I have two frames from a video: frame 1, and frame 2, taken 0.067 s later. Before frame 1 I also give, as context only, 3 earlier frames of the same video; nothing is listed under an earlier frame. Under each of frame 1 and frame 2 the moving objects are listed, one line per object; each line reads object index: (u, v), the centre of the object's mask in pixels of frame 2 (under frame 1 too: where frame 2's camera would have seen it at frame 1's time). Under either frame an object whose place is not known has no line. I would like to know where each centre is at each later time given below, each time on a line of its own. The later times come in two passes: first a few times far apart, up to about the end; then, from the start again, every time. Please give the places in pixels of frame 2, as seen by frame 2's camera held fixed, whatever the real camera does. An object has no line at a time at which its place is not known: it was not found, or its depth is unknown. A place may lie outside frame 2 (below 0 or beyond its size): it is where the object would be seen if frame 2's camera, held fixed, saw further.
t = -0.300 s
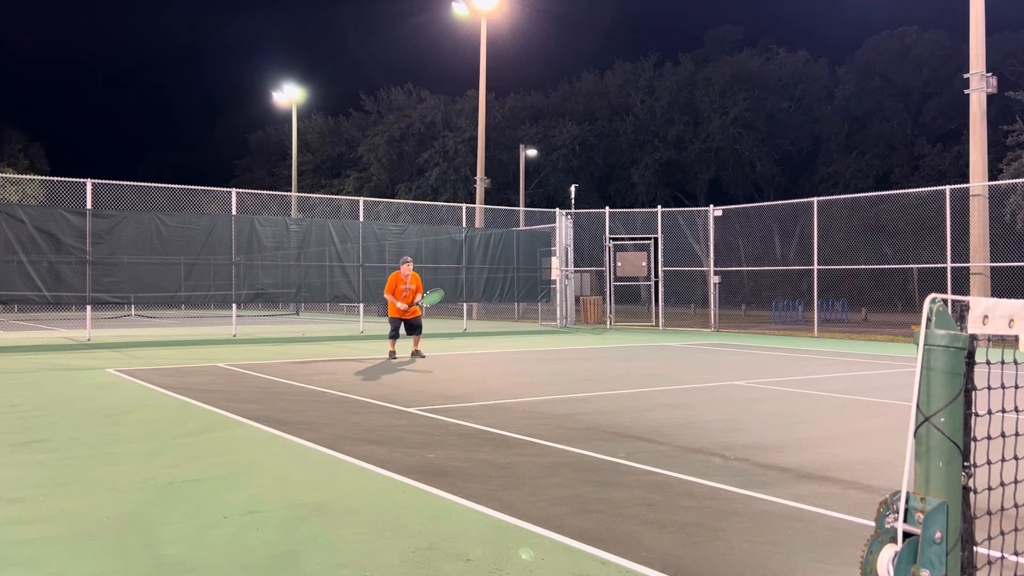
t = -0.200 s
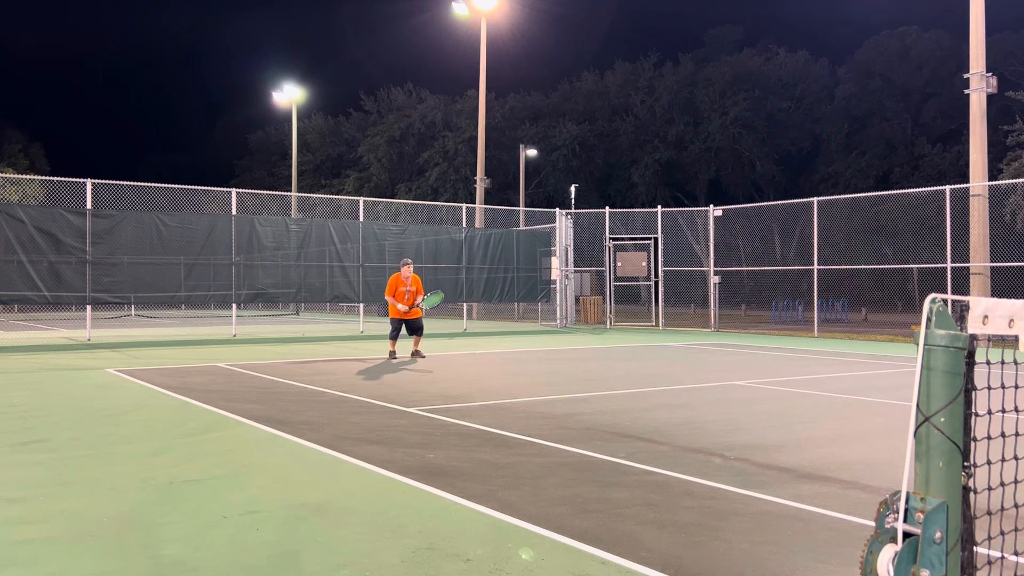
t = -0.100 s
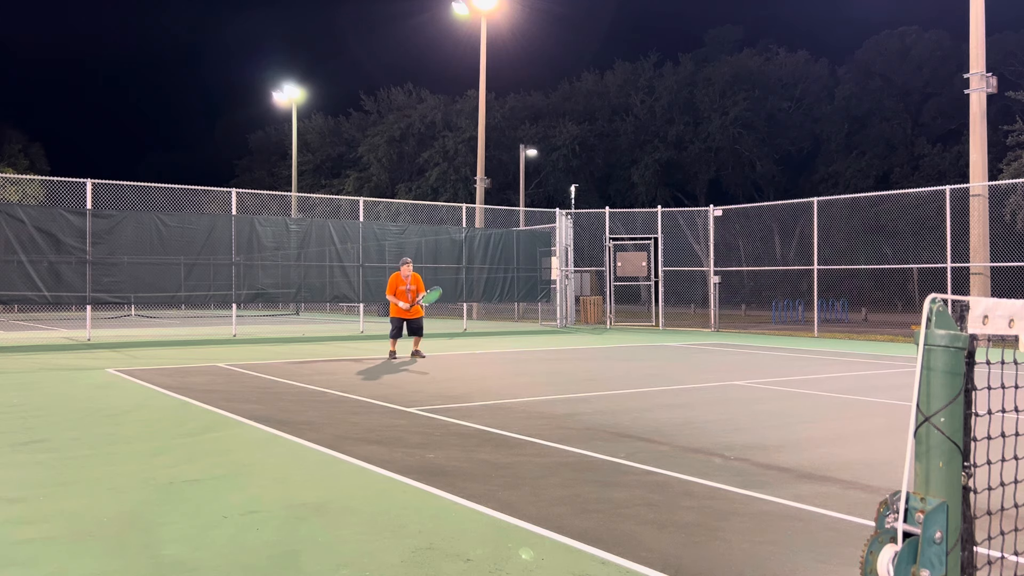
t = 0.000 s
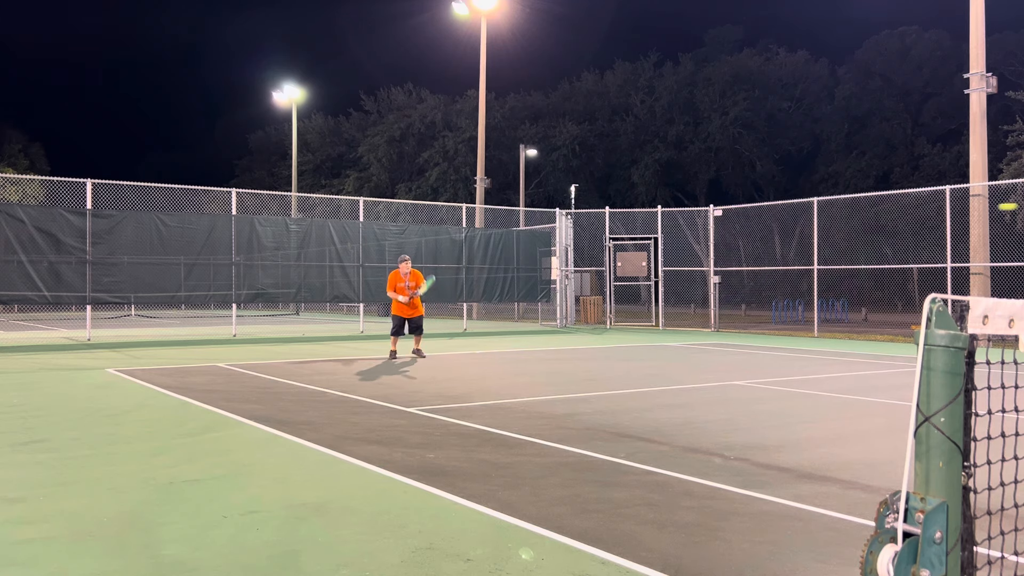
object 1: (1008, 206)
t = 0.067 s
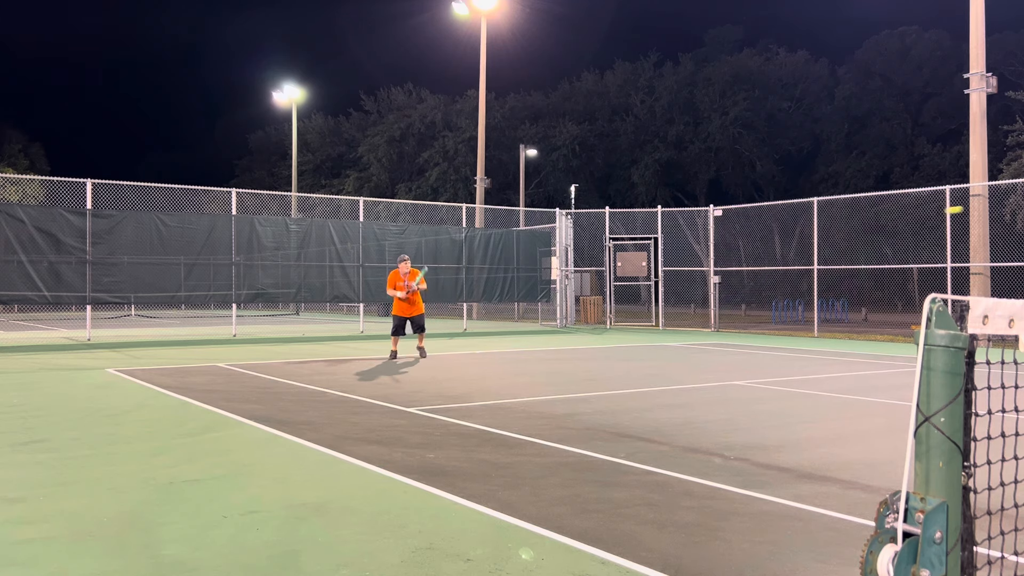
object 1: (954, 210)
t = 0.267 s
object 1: (809, 244)
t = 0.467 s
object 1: (688, 309)
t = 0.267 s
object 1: (809, 244)
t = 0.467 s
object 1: (688, 309)
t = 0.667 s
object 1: (584, 353)
